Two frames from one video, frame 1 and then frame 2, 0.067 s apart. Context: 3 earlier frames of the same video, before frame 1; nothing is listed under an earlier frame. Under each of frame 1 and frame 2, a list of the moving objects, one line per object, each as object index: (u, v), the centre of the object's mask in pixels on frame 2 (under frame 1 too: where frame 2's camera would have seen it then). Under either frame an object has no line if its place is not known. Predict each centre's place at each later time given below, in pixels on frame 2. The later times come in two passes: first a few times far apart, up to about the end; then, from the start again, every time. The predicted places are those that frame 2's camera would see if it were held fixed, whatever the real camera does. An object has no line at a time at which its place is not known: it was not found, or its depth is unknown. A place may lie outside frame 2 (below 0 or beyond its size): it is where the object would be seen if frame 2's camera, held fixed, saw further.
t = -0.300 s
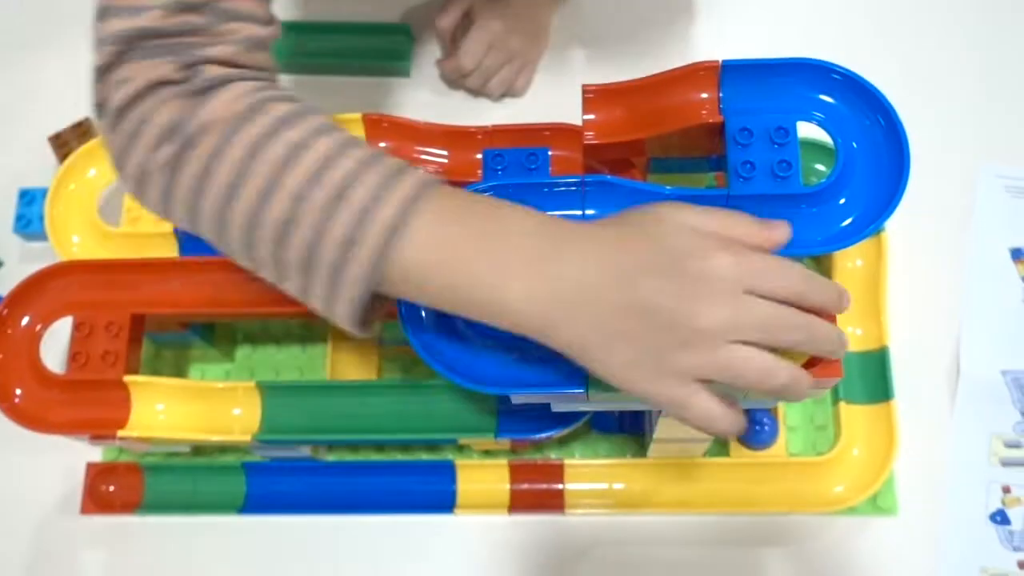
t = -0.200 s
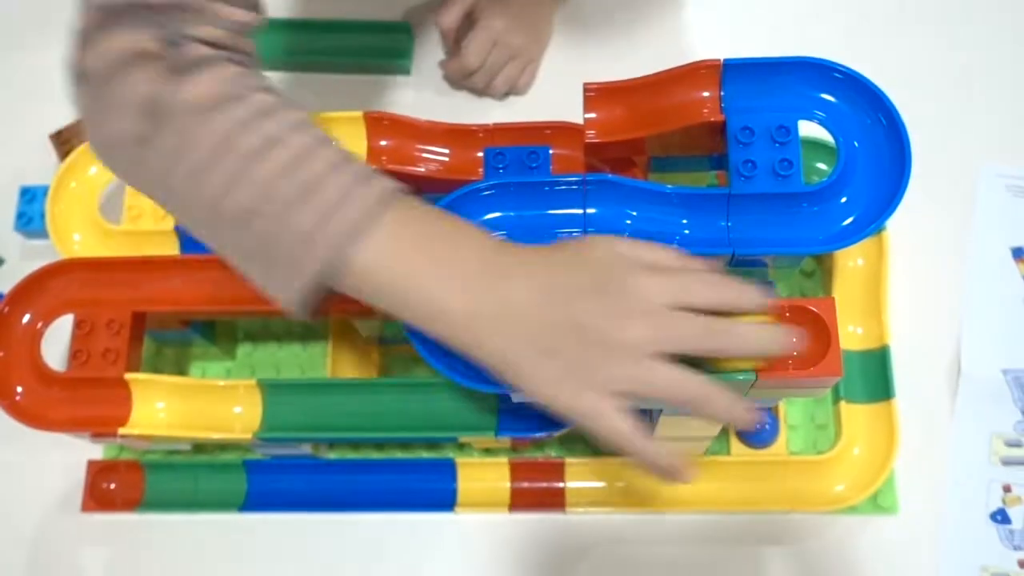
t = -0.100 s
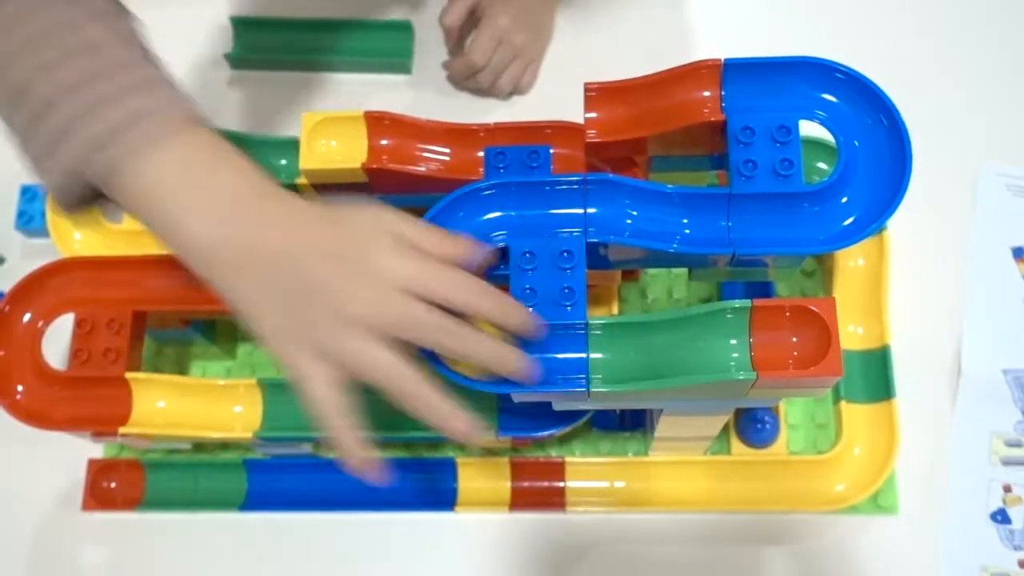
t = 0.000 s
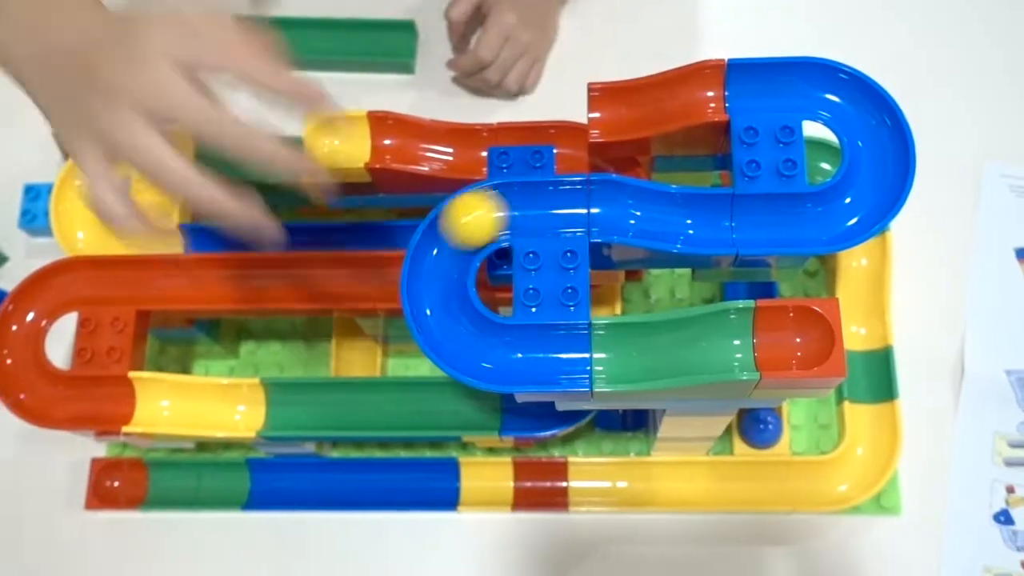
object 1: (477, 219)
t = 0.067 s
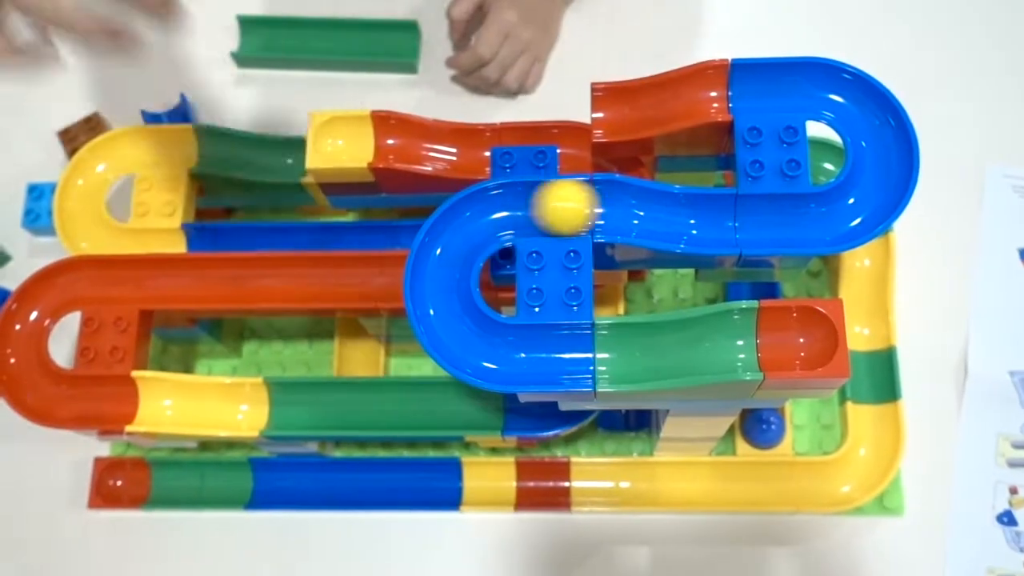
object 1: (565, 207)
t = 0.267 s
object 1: (831, 217)
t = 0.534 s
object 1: (759, 87)
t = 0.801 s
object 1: (562, 118)
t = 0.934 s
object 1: (470, 148)
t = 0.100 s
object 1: (604, 205)
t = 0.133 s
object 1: (640, 208)
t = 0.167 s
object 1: (680, 214)
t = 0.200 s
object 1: (727, 219)
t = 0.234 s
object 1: (779, 219)
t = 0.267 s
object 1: (831, 217)
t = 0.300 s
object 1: (868, 197)
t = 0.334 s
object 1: (884, 164)
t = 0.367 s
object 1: (880, 132)
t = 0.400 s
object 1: (862, 106)
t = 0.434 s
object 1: (836, 91)
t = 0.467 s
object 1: (808, 85)
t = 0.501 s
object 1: (782, 86)
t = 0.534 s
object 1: (759, 87)
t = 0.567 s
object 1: (739, 87)
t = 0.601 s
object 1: (719, 88)
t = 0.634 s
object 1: (701, 90)
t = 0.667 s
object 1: (680, 94)
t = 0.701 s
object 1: (655, 100)
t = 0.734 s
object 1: (627, 107)
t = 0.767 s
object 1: (595, 111)
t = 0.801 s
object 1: (562, 118)
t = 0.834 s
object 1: (534, 128)
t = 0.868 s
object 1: (506, 138)
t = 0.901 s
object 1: (486, 146)
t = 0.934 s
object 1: (470, 148)
